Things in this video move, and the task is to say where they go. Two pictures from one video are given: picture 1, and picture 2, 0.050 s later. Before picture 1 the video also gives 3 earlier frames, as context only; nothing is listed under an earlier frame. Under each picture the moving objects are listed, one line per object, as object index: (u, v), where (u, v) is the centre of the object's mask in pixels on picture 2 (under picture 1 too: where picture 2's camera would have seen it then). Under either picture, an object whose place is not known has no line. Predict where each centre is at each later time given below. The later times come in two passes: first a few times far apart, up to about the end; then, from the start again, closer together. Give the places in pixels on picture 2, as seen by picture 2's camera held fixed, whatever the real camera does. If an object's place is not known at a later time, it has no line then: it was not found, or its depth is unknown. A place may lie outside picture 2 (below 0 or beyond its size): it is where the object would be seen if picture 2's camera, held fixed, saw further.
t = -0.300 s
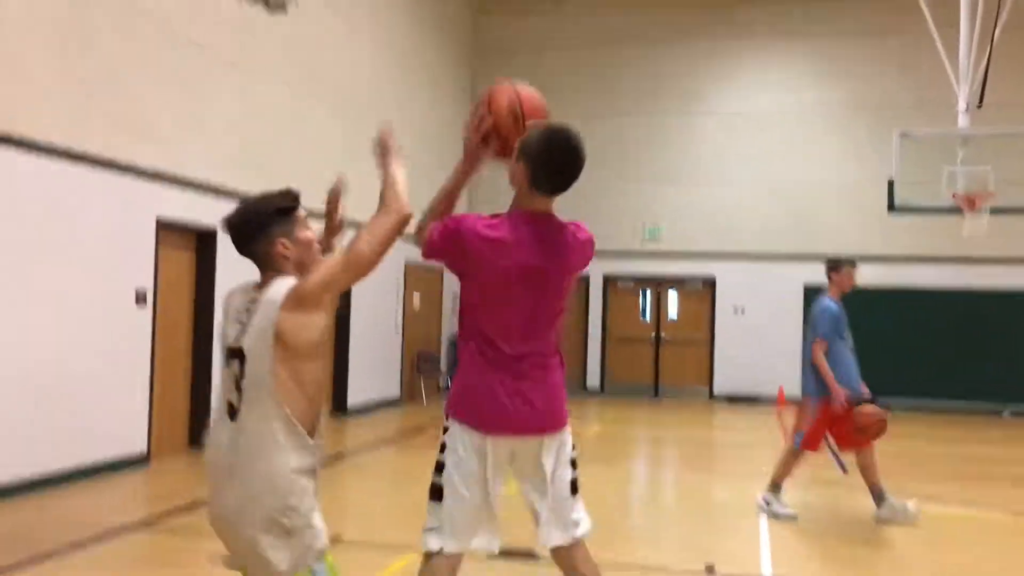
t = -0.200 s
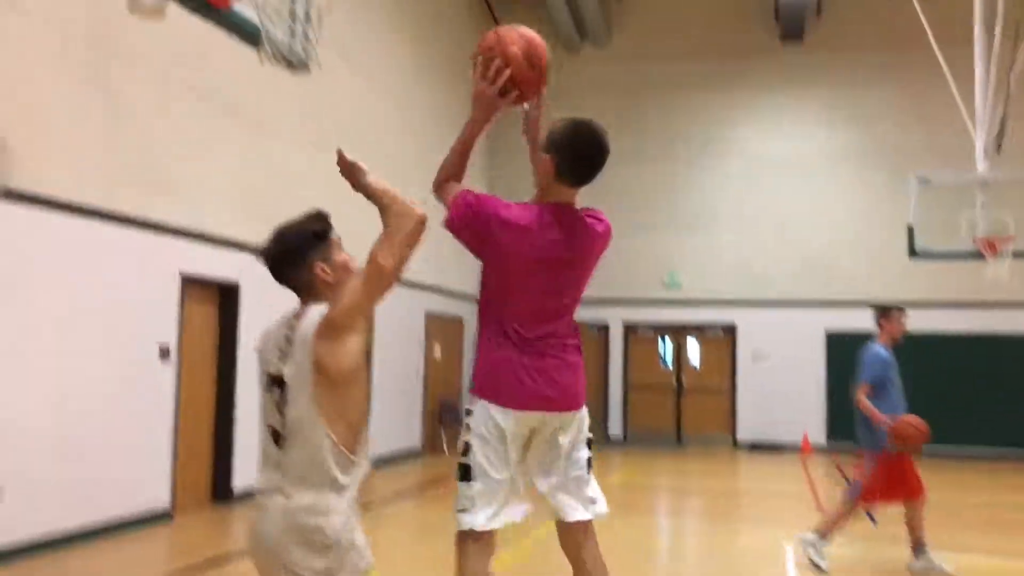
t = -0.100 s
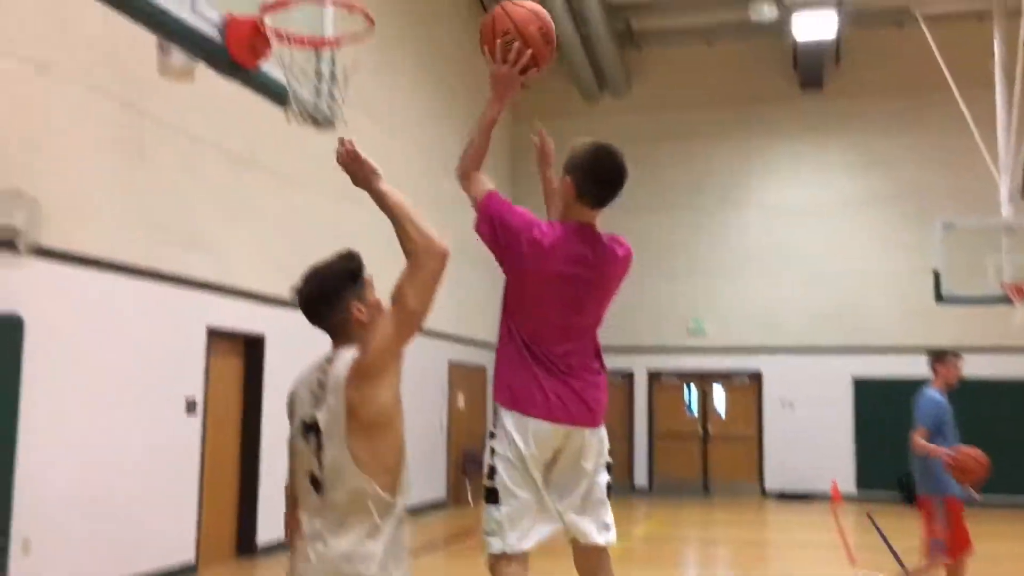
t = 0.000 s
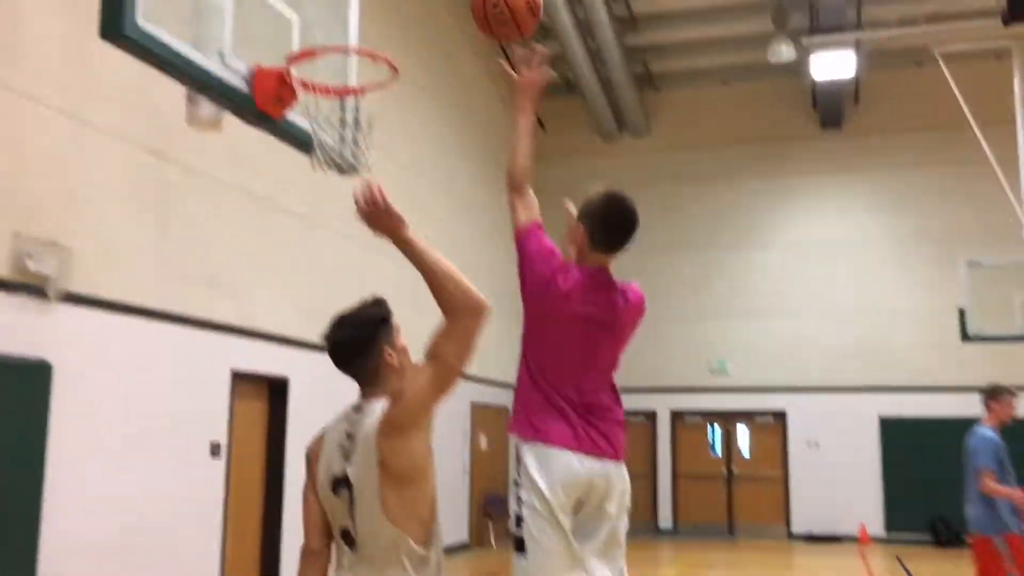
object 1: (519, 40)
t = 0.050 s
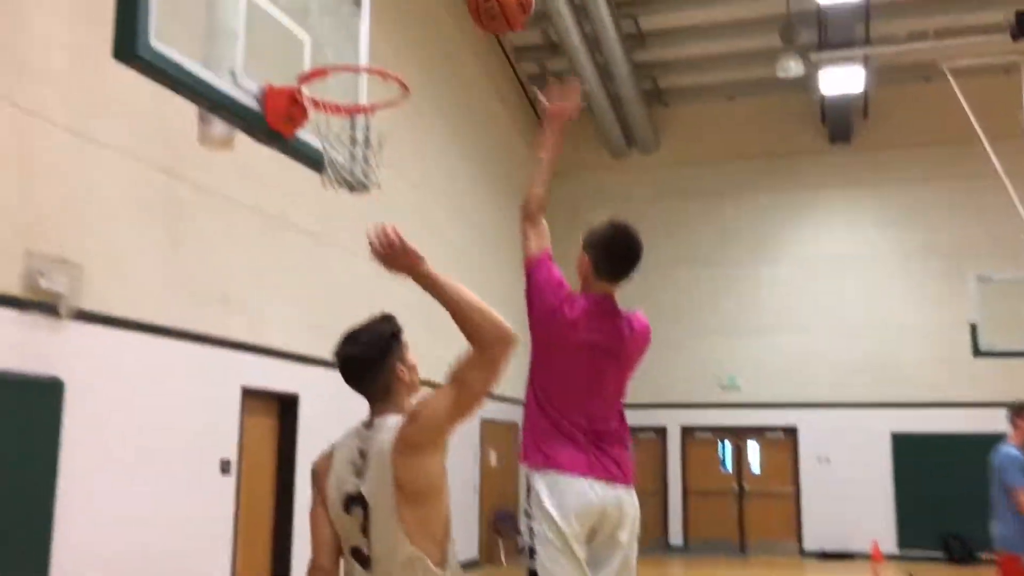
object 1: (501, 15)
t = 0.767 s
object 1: (345, 93)
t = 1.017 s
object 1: (333, 118)
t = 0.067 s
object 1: (496, 9)
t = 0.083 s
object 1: (490, 3)
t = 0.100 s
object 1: (486, -2)
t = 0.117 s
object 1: (480, -7)
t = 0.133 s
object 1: (476, -12)
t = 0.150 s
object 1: (471, -15)
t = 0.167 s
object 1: (465, -18)
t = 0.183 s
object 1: (461, -21)
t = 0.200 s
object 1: (456, -23)
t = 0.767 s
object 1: (345, 93)
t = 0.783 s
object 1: (344, 93)
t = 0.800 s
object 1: (343, 92)
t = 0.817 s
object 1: (343, 92)
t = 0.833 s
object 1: (342, 91)
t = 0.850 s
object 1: (341, 91)
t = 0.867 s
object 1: (340, 93)
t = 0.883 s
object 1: (339, 95)
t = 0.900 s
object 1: (338, 96)
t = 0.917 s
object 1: (336, 98)
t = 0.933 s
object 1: (334, 101)
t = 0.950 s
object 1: (333, 105)
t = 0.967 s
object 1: (333, 109)
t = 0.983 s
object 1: (333, 111)
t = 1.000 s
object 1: (333, 115)
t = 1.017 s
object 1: (333, 118)
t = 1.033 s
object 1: (333, 122)
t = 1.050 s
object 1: (334, 125)
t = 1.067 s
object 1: (333, 128)
